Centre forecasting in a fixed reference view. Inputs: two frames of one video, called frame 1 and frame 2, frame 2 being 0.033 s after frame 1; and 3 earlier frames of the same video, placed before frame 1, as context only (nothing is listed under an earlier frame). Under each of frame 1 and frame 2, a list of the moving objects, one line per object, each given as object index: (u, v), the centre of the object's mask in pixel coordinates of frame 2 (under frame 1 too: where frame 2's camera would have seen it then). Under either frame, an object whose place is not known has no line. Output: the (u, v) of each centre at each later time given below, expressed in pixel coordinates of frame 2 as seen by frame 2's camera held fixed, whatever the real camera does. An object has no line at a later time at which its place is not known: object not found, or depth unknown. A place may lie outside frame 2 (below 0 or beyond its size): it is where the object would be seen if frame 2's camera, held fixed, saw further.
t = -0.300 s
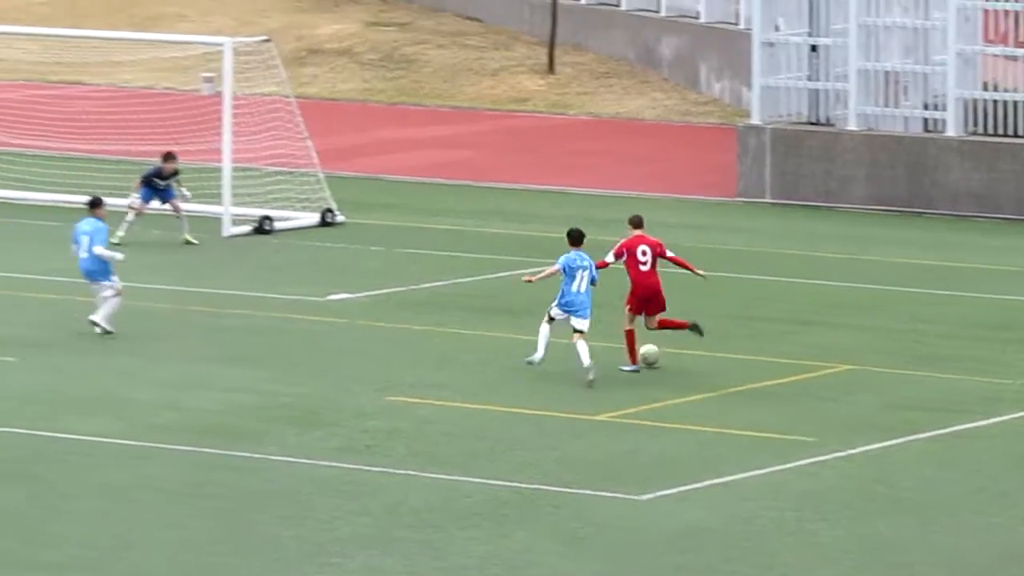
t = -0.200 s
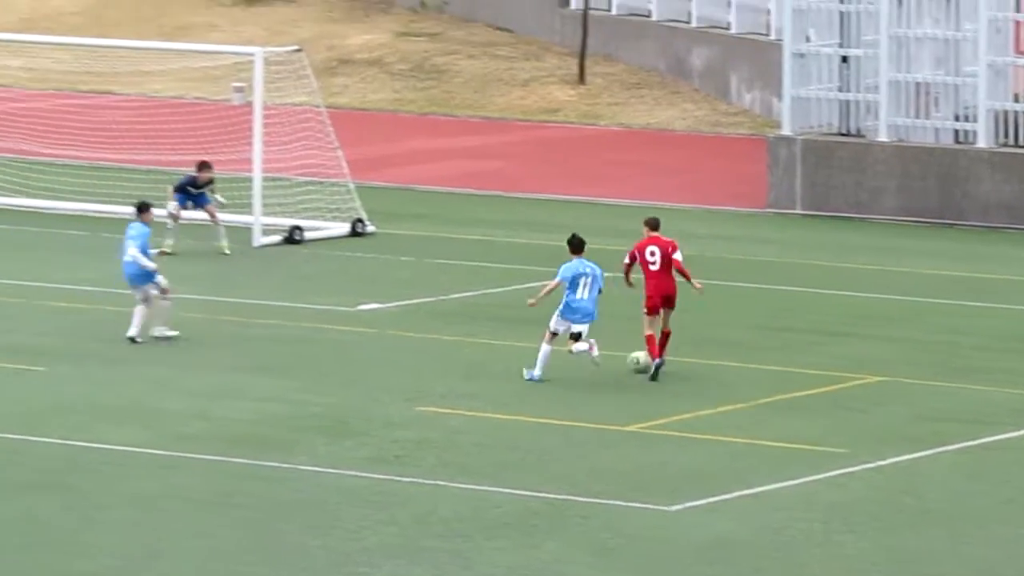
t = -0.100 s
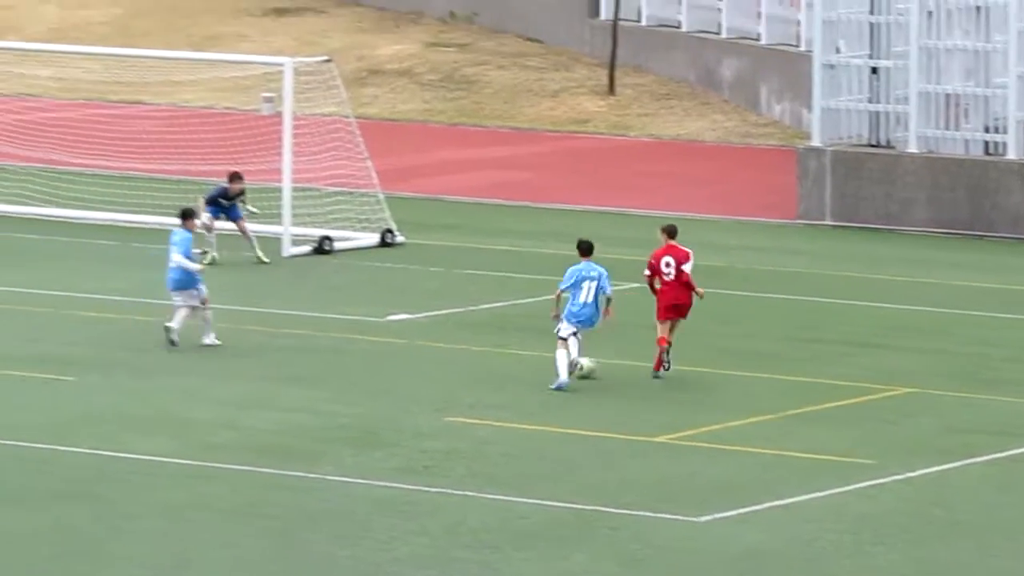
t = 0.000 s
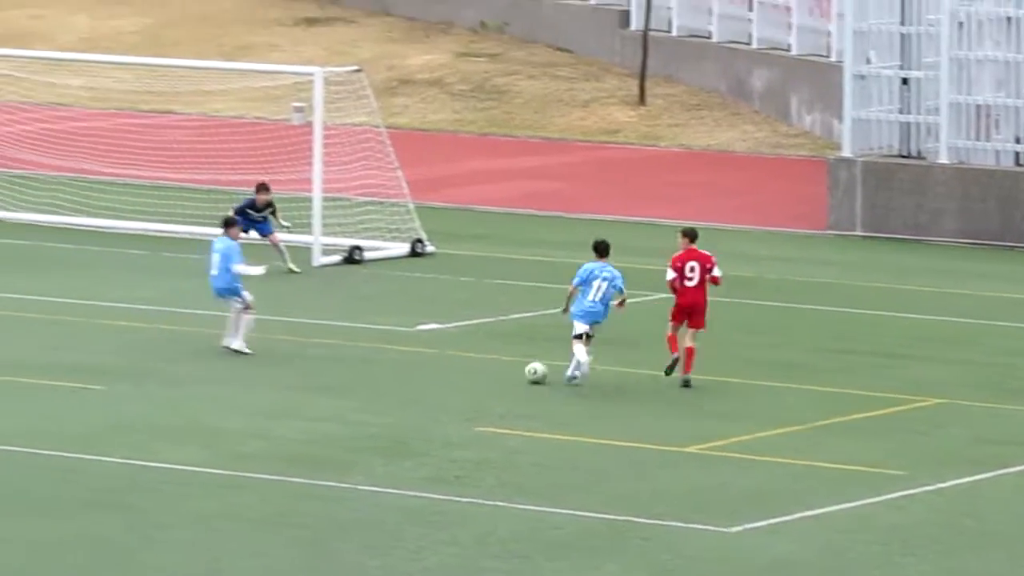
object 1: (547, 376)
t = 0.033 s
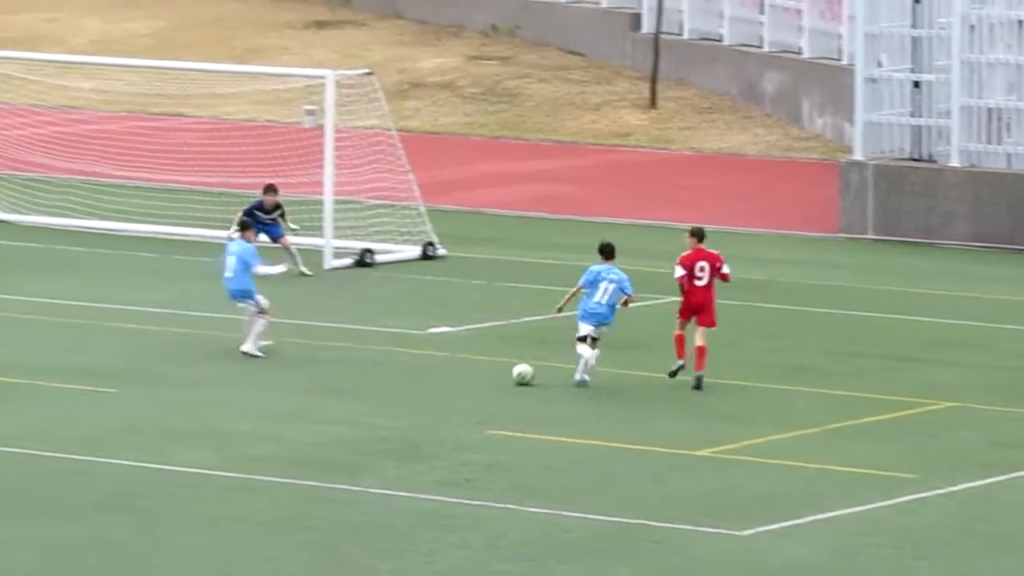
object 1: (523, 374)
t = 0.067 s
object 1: (499, 373)
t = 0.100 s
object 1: (477, 371)
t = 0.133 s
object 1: (455, 370)
